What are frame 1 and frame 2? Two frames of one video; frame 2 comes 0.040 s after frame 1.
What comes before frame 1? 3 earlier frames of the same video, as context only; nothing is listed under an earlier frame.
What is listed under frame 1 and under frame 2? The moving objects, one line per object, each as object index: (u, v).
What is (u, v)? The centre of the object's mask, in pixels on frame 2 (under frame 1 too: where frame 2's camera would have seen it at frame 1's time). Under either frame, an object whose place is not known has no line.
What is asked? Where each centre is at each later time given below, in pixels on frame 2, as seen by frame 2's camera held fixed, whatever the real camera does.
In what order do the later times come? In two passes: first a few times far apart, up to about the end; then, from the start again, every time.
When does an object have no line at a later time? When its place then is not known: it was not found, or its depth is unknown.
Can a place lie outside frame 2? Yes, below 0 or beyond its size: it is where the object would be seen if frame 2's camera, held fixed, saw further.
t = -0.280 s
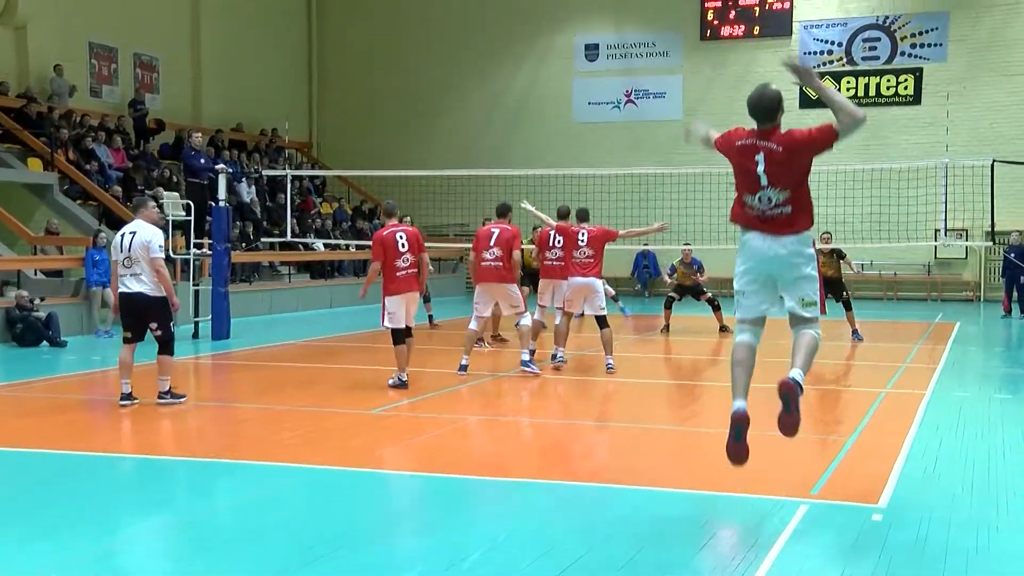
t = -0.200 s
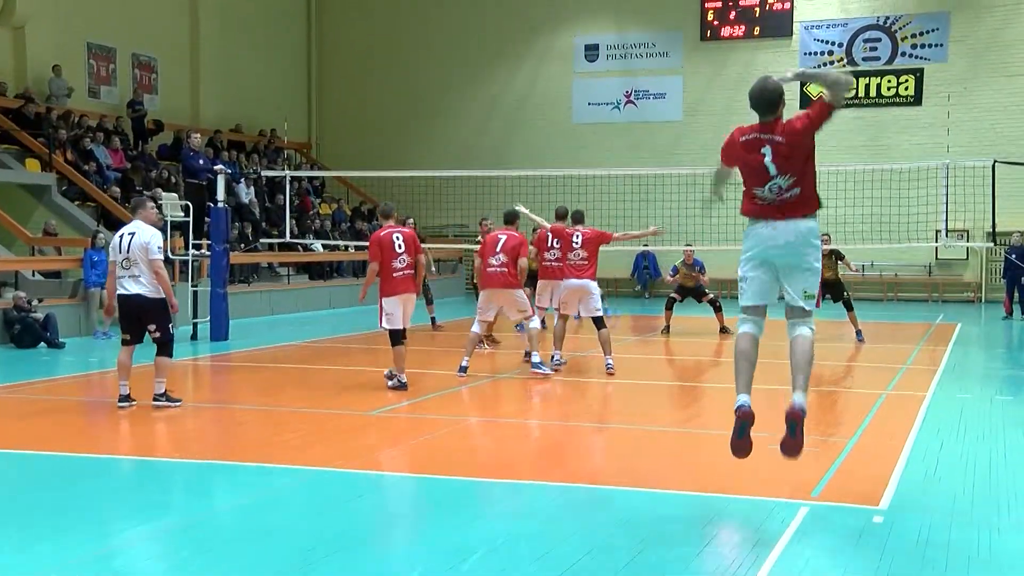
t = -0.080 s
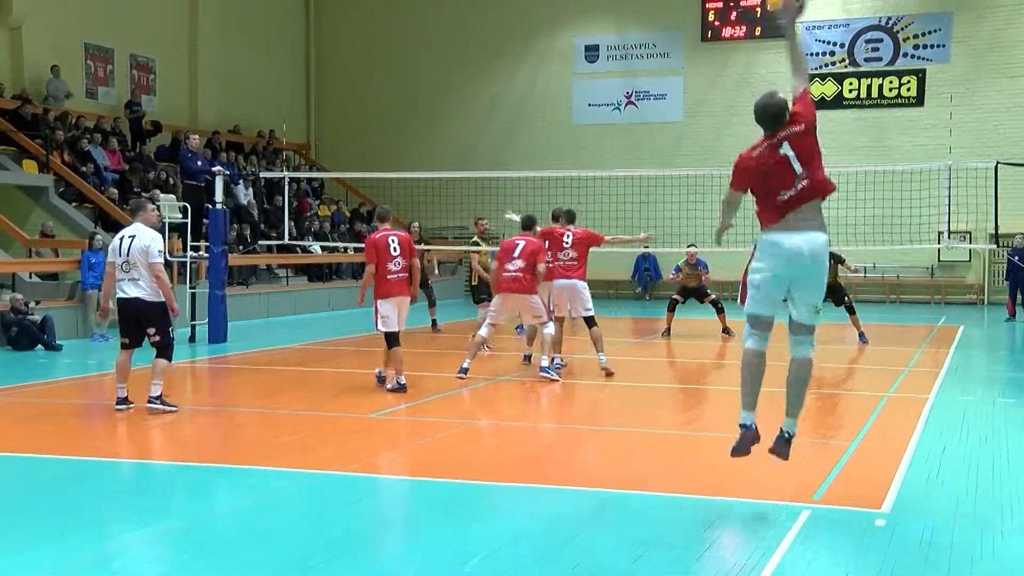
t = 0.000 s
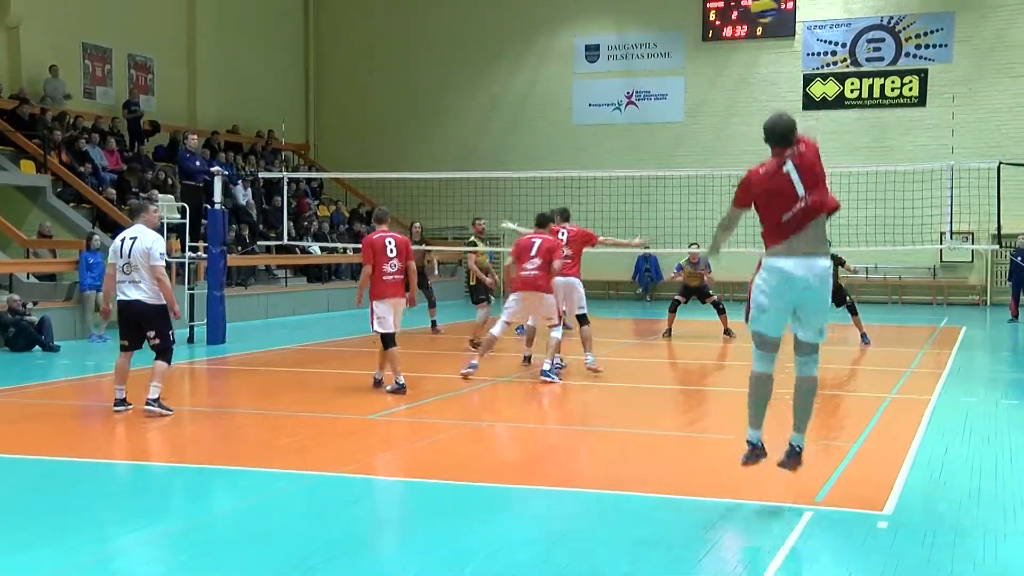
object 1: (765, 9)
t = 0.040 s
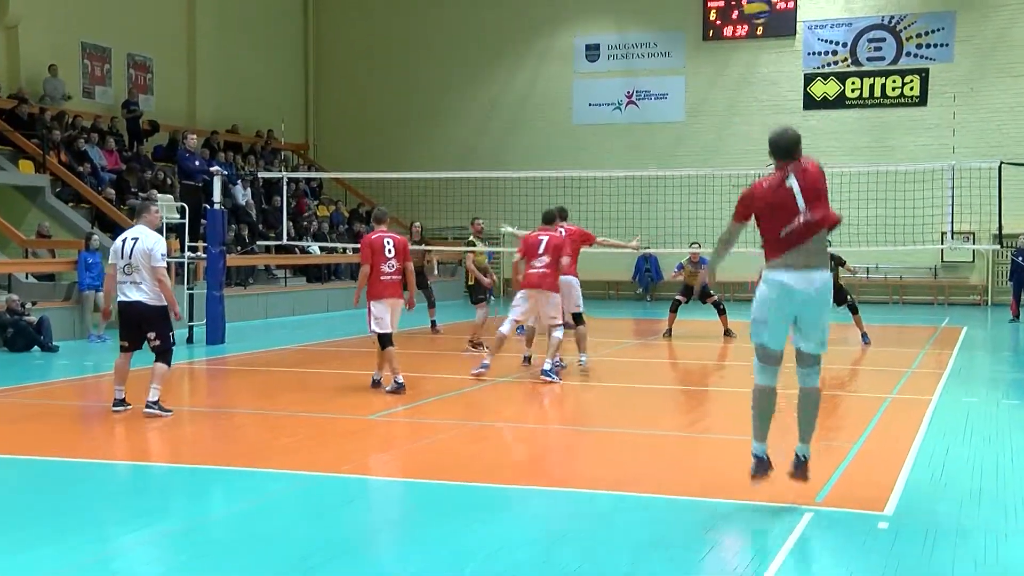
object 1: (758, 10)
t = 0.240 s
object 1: (742, 27)
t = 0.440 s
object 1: (741, 65)
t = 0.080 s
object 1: (753, 11)
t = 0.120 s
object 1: (749, 13)
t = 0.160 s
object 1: (746, 17)
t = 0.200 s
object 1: (744, 23)
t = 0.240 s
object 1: (742, 27)
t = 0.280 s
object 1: (741, 35)
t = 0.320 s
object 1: (740, 42)
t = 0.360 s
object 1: (740, 50)
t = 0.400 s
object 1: (740, 58)
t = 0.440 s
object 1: (741, 65)
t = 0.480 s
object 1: (741, 75)
